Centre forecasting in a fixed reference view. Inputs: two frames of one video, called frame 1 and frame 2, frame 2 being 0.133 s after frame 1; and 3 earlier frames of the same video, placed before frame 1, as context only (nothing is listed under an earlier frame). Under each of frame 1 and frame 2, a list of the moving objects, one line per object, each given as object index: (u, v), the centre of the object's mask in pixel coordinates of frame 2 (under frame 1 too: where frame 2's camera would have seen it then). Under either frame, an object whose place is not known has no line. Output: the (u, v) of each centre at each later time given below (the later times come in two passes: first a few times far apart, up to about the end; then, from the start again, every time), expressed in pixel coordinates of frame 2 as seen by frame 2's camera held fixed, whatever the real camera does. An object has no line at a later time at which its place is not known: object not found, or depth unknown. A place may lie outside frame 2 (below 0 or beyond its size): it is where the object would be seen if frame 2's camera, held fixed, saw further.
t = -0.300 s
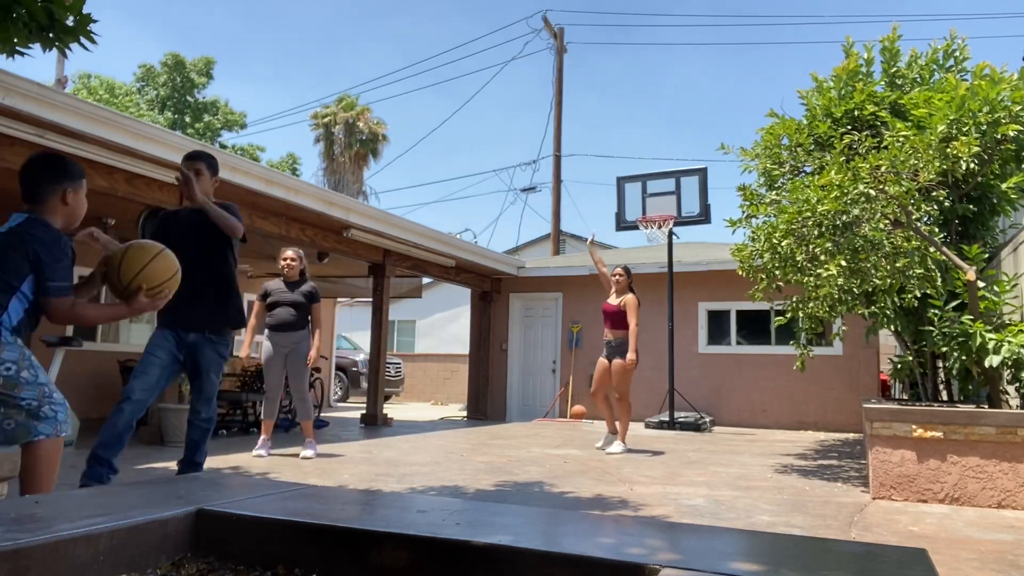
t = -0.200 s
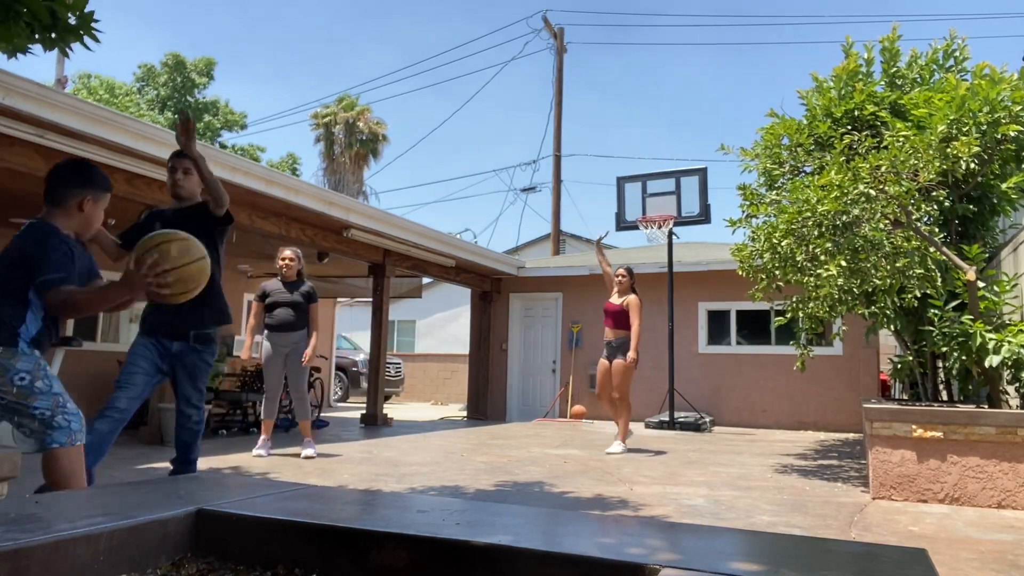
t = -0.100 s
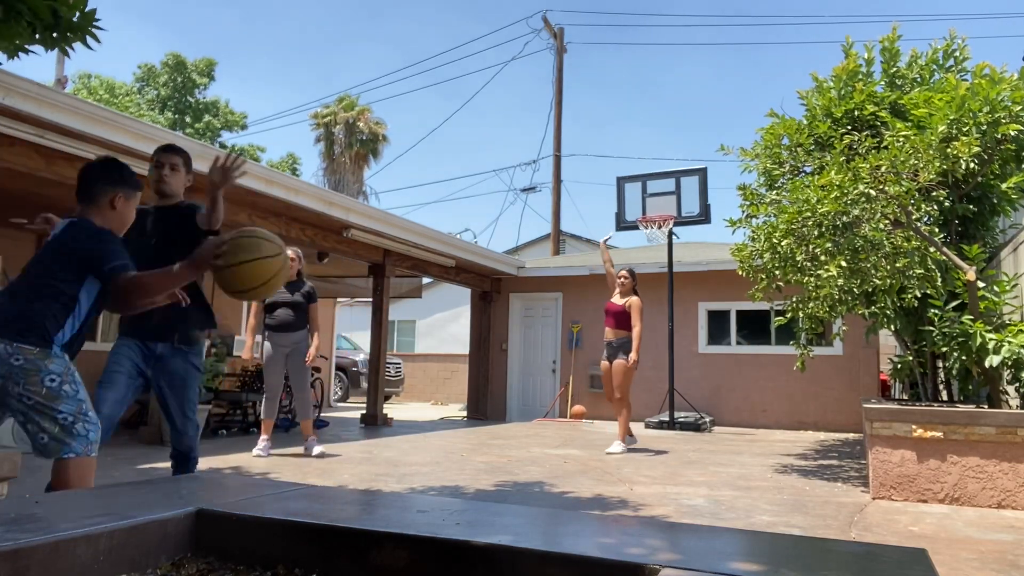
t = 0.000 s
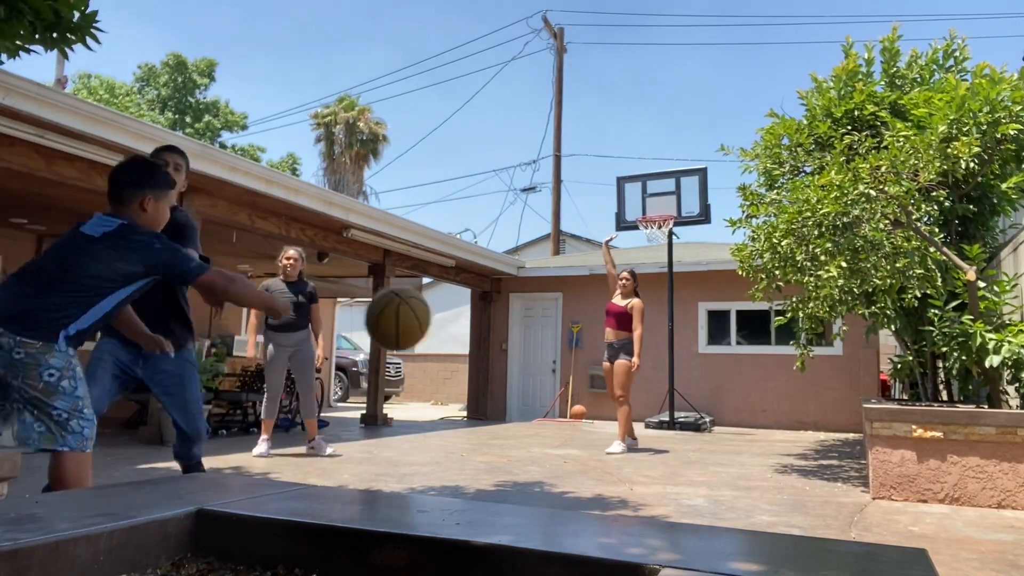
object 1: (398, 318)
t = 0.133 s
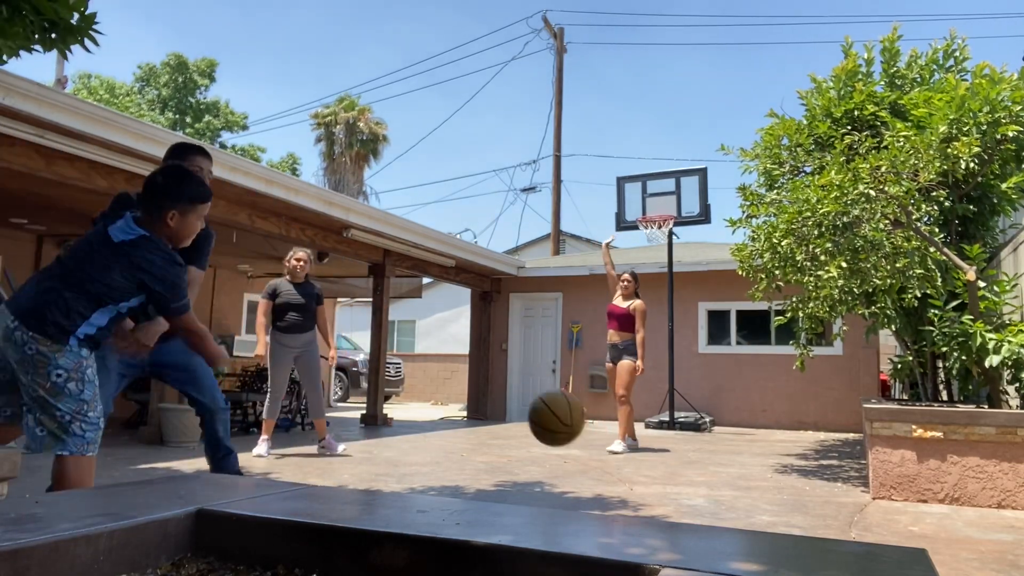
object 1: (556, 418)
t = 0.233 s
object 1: (651, 498)
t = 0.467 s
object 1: (735, 371)
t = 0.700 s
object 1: (798, 363)
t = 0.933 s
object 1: (841, 435)
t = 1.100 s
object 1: (839, 432)
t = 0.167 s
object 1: (590, 445)
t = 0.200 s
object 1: (621, 473)
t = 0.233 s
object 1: (651, 498)
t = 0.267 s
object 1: (665, 477)
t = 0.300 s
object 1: (678, 451)
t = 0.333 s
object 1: (690, 428)
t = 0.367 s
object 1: (702, 410)
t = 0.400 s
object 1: (713, 394)
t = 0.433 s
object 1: (724, 382)
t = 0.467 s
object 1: (735, 371)
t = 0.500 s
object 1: (744, 364)
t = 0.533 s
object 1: (754, 358)
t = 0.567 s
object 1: (763, 355)
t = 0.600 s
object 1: (772, 354)
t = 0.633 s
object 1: (781, 355)
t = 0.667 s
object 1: (790, 358)
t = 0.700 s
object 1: (798, 363)
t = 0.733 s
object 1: (806, 367)
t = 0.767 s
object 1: (814, 376)
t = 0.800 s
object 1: (822, 385)
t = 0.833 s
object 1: (829, 396)
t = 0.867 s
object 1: (837, 408)
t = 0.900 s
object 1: (842, 422)
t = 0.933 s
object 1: (841, 435)
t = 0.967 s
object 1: (839, 450)
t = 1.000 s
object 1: (839, 465)
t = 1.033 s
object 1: (839, 455)
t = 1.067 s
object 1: (839, 441)
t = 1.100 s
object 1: (839, 432)
